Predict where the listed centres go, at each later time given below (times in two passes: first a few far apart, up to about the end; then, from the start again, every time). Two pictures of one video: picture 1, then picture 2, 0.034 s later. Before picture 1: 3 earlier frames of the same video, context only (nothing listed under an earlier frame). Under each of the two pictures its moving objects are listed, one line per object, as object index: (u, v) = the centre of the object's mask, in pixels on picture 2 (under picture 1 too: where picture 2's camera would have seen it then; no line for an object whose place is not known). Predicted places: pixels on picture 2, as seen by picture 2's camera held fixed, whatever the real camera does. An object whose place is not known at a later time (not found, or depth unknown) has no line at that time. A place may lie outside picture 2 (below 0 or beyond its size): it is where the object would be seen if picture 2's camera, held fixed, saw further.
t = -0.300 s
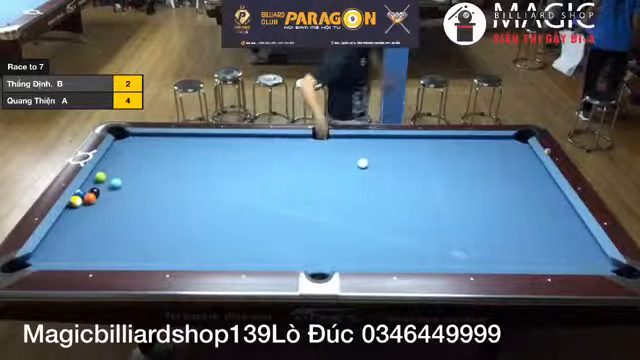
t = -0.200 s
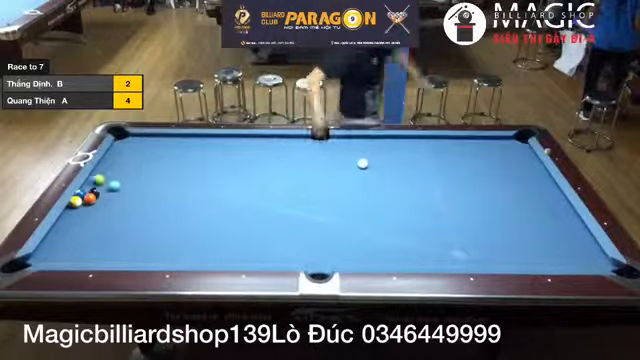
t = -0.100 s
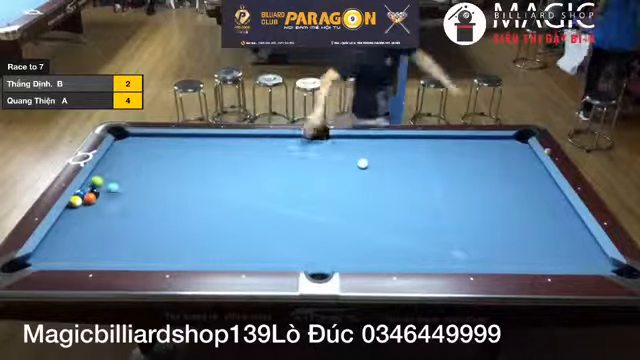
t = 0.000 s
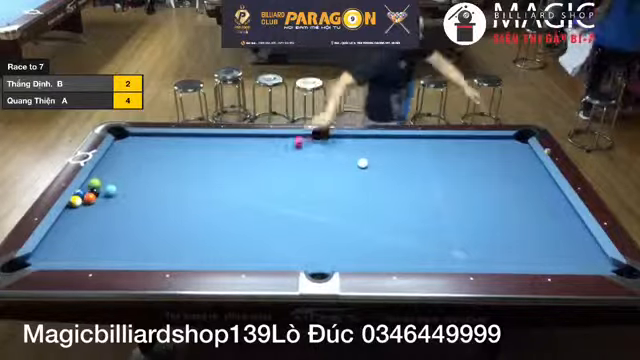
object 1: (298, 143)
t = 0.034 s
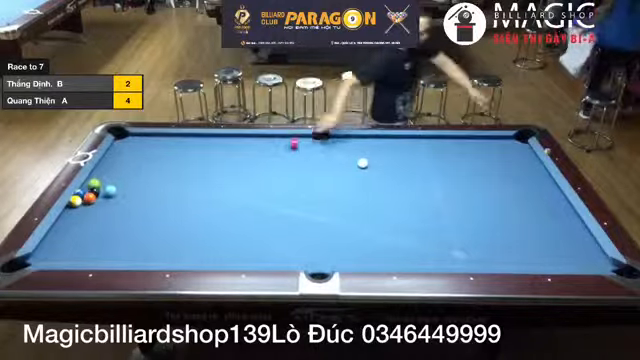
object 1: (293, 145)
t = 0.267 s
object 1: (270, 150)
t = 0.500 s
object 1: (247, 156)
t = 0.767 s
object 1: (222, 159)
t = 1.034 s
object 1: (197, 165)
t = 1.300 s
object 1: (172, 168)
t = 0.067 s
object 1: (290, 145)
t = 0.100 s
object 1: (286, 146)
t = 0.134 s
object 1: (283, 149)
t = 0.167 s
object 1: (279, 149)
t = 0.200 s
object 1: (276, 149)
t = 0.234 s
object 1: (273, 150)
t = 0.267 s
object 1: (270, 150)
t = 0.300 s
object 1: (267, 151)
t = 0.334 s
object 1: (263, 151)
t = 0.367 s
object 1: (260, 152)
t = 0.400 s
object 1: (257, 153)
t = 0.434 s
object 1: (255, 153)
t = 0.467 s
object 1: (251, 154)
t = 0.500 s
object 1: (247, 156)
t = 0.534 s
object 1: (245, 156)
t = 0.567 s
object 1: (241, 156)
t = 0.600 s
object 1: (238, 156)
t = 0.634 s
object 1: (235, 156)
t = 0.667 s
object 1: (232, 157)
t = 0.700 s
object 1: (228, 158)
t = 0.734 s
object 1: (227, 158)
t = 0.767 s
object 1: (222, 159)
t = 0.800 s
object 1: (220, 159)
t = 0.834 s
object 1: (217, 162)
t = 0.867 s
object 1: (213, 162)
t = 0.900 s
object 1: (210, 162)
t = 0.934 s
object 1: (206, 164)
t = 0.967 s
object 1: (203, 163)
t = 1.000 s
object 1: (200, 165)
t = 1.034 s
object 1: (197, 165)
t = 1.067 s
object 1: (195, 165)
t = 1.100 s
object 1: (191, 165)
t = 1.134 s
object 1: (188, 166)
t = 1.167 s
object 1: (185, 166)
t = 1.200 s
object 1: (182, 166)
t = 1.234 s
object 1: (179, 167)
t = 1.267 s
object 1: (175, 168)
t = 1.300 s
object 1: (172, 168)
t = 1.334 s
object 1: (169, 169)
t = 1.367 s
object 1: (166, 169)
